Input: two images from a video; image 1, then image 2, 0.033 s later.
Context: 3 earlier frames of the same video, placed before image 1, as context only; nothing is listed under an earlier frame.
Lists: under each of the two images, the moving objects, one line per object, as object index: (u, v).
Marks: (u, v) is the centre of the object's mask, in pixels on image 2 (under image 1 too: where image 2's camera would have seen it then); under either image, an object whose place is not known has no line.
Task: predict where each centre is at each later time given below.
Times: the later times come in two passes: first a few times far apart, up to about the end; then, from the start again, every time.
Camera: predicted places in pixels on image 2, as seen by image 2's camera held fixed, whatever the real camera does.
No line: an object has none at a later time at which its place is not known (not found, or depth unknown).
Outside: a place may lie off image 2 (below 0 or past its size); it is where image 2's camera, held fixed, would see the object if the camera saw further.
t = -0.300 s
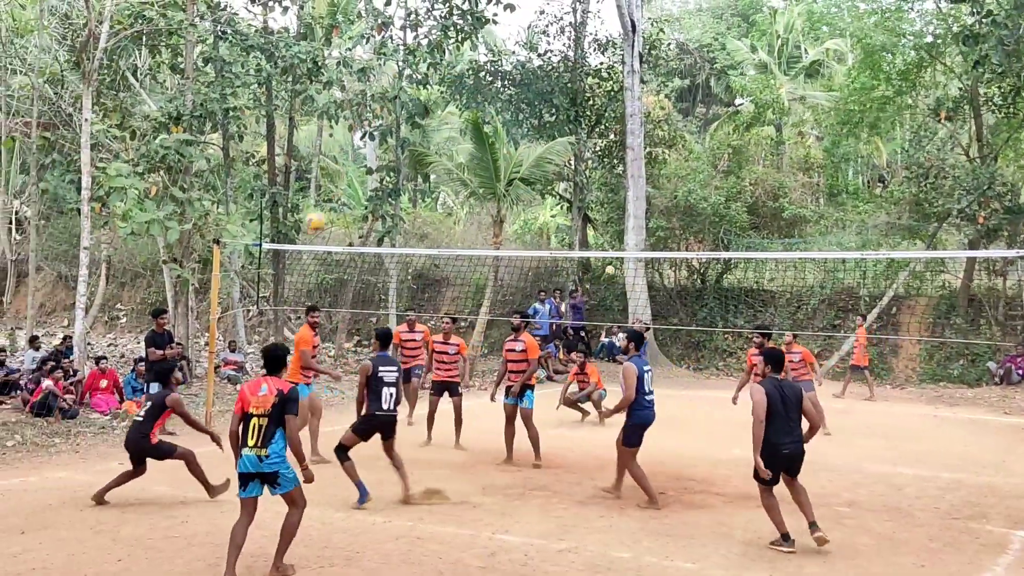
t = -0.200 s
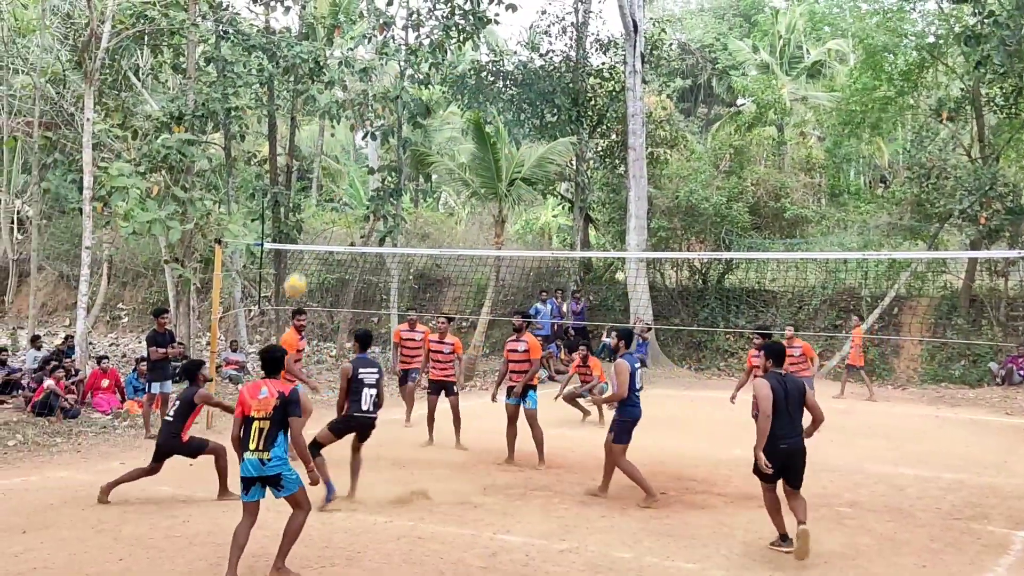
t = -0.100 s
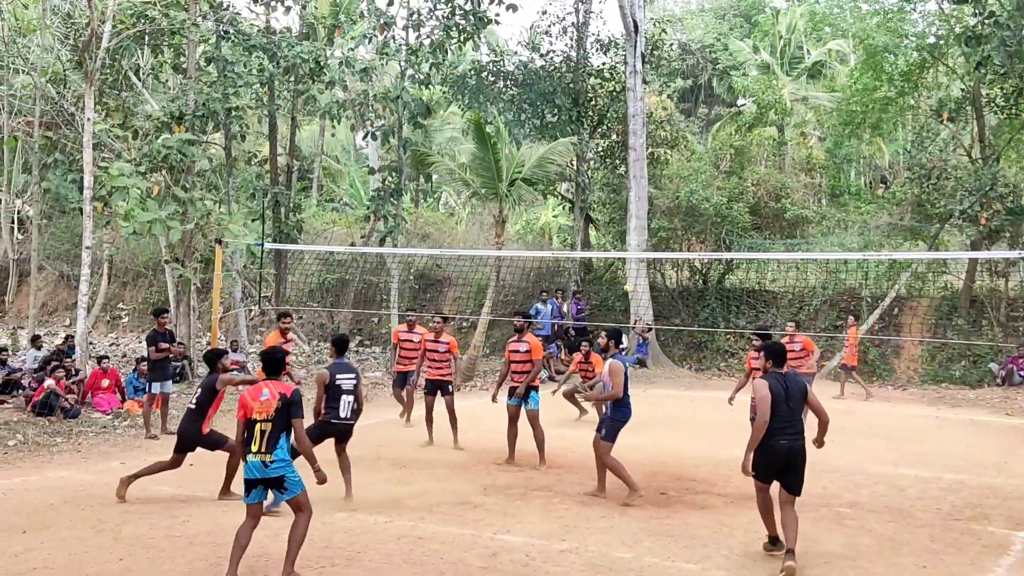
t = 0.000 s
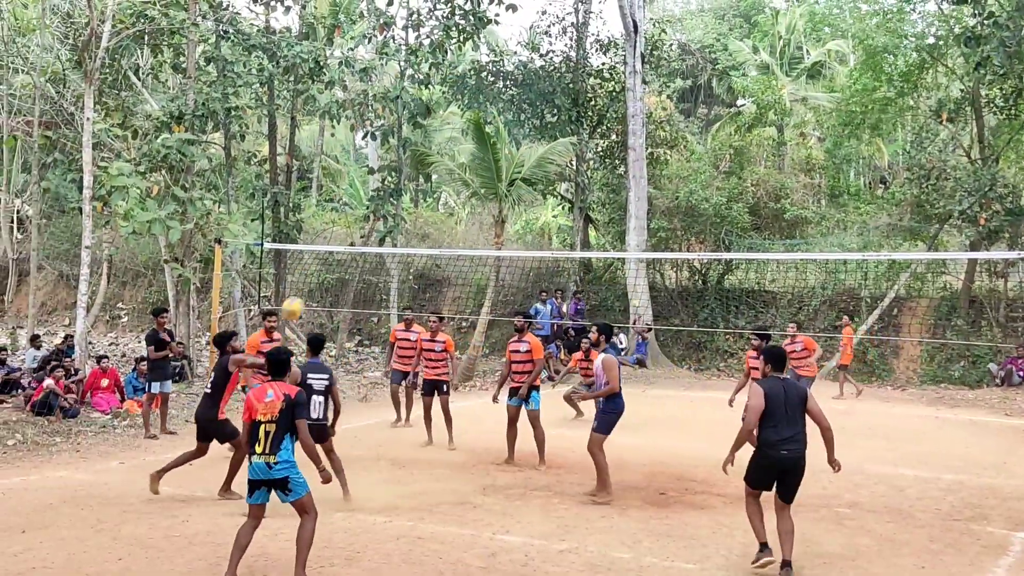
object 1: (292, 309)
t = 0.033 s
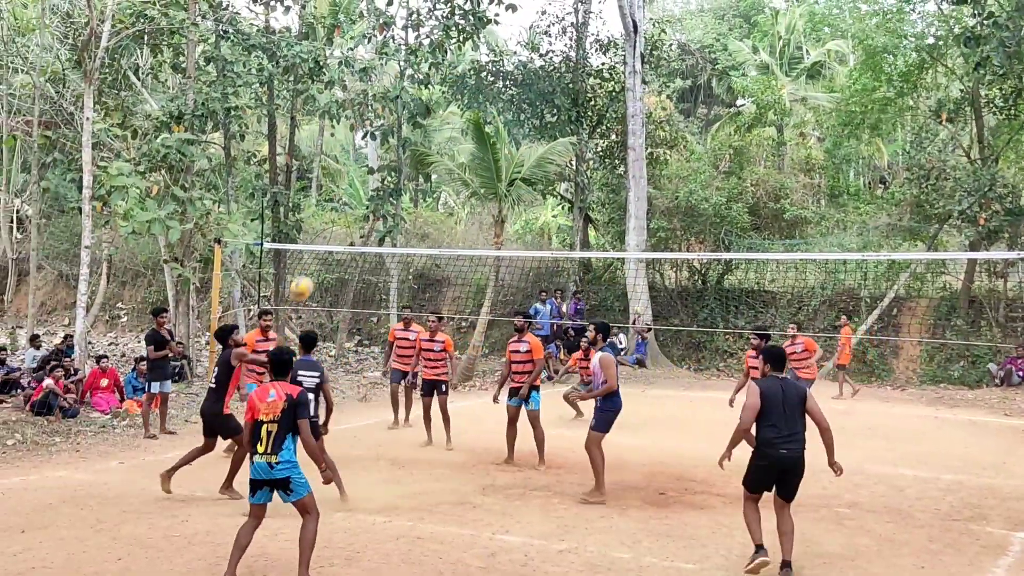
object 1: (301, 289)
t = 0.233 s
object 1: (355, 189)
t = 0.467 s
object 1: (411, 123)
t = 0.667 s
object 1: (457, 112)
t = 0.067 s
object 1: (310, 268)
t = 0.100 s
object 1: (320, 250)
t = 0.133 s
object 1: (328, 233)
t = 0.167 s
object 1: (337, 216)
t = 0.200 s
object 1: (346, 201)
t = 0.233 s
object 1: (355, 189)
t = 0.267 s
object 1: (364, 175)
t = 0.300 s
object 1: (372, 164)
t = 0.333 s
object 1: (380, 154)
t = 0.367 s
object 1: (387, 144)
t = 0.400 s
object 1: (395, 136)
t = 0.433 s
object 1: (403, 130)
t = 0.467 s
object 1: (411, 123)
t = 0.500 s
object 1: (419, 119)
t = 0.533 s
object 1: (426, 115)
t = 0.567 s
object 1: (434, 113)
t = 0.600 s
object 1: (441, 112)
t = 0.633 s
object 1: (449, 112)
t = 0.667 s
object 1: (457, 112)
